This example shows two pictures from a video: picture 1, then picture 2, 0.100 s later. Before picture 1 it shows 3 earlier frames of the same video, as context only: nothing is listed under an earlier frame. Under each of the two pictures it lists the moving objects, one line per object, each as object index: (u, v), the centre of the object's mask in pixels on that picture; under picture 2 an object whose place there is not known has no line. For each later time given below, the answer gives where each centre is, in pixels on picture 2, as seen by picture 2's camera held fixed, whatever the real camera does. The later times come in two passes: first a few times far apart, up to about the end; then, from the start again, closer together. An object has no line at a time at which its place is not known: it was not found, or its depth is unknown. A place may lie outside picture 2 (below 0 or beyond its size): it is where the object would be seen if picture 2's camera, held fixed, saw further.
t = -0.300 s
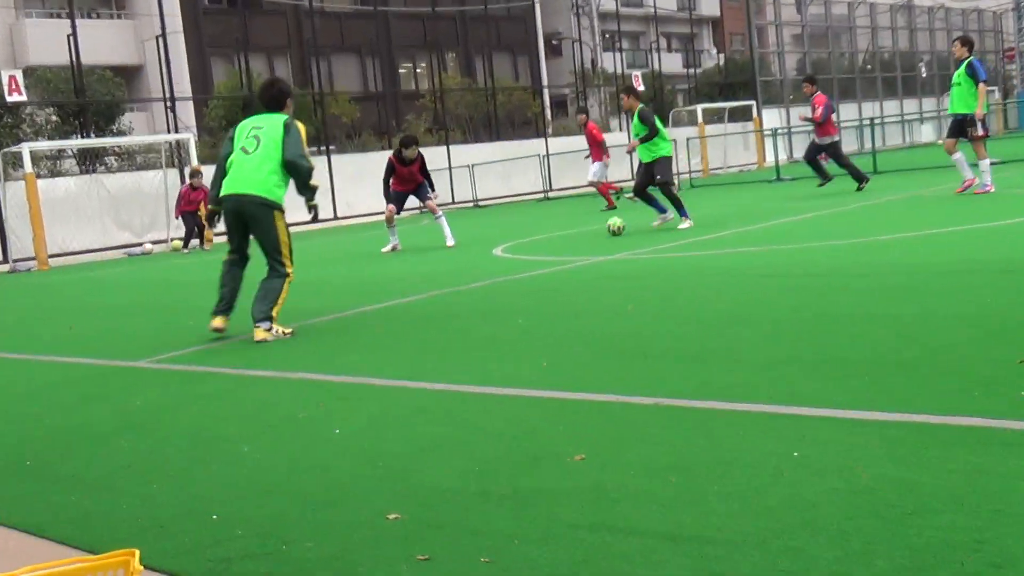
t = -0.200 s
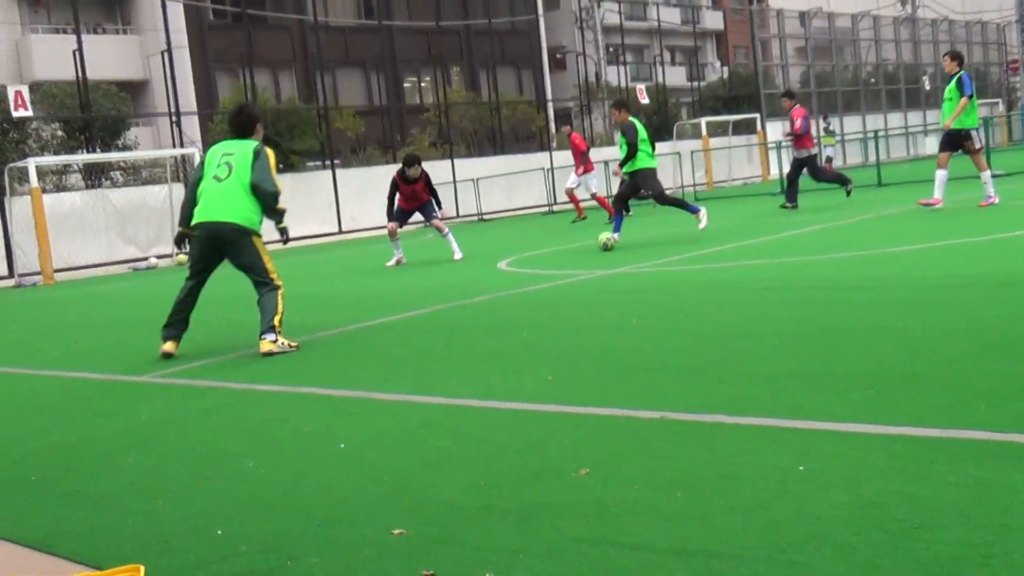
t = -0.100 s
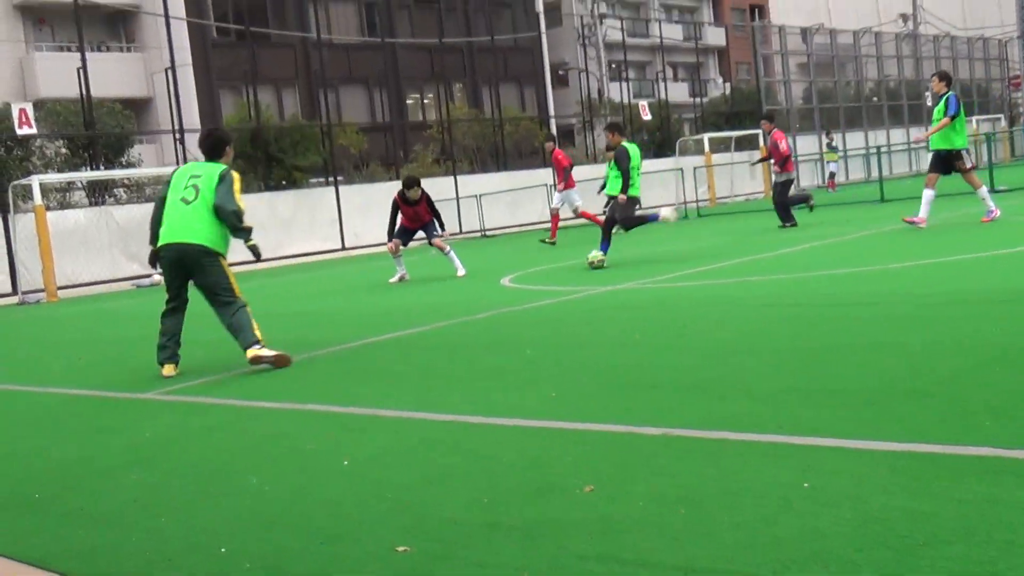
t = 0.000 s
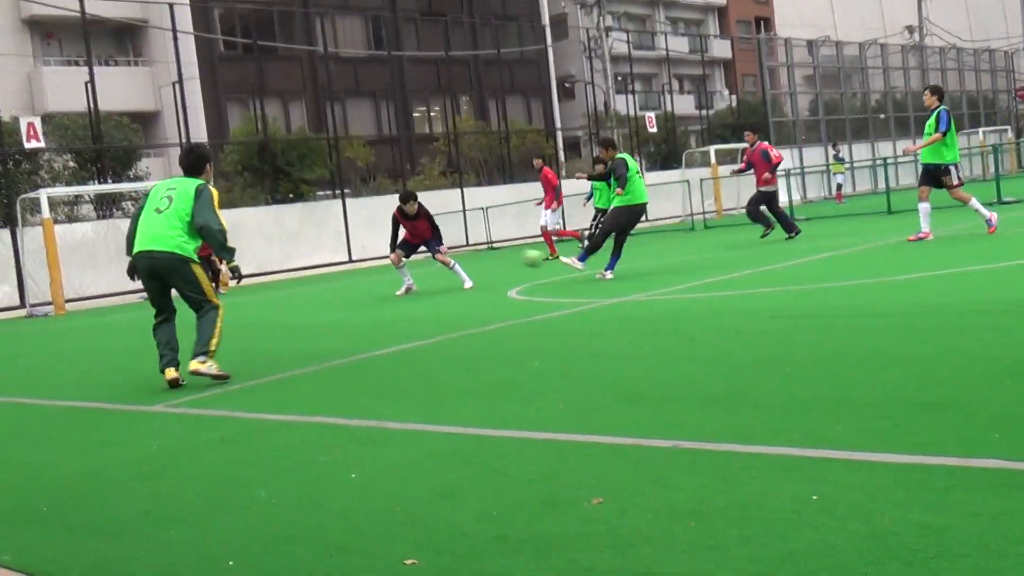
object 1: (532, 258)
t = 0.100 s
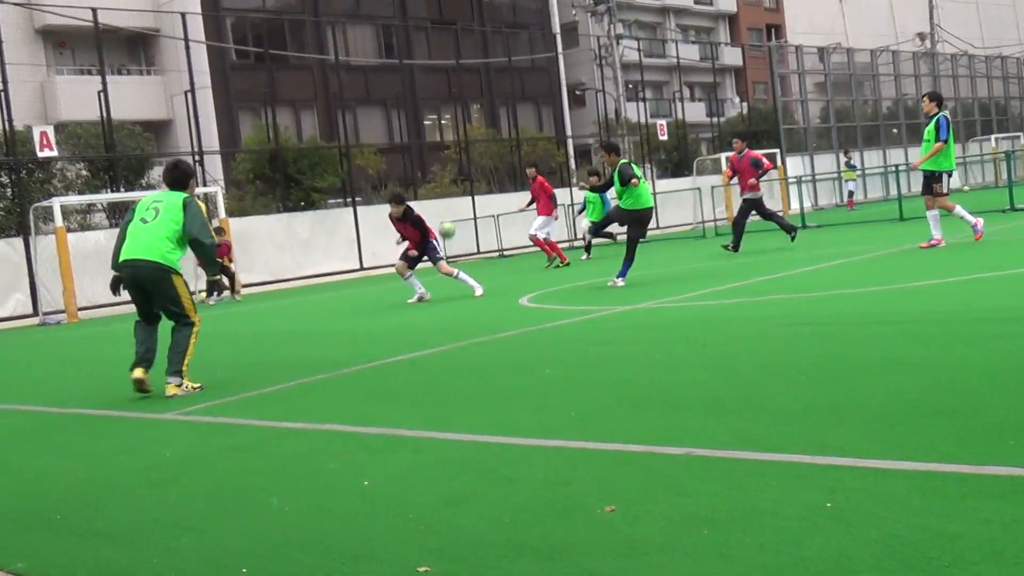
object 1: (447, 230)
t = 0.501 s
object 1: (444, 97)
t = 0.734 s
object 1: (446, 85)
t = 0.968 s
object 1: (451, 109)
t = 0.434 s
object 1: (444, 108)
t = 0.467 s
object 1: (444, 101)
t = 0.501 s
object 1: (444, 97)
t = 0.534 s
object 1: (445, 93)
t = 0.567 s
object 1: (445, 89)
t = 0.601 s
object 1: (445, 87)
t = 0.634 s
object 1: (446, 85)
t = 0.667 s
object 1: (446, 85)
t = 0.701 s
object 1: (446, 85)
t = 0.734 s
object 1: (446, 85)
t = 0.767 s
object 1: (447, 87)
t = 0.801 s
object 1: (447, 89)
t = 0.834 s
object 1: (447, 92)
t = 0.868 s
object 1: (448, 96)
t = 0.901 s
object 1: (449, 99)
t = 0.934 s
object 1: (449, 103)
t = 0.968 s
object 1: (451, 109)
